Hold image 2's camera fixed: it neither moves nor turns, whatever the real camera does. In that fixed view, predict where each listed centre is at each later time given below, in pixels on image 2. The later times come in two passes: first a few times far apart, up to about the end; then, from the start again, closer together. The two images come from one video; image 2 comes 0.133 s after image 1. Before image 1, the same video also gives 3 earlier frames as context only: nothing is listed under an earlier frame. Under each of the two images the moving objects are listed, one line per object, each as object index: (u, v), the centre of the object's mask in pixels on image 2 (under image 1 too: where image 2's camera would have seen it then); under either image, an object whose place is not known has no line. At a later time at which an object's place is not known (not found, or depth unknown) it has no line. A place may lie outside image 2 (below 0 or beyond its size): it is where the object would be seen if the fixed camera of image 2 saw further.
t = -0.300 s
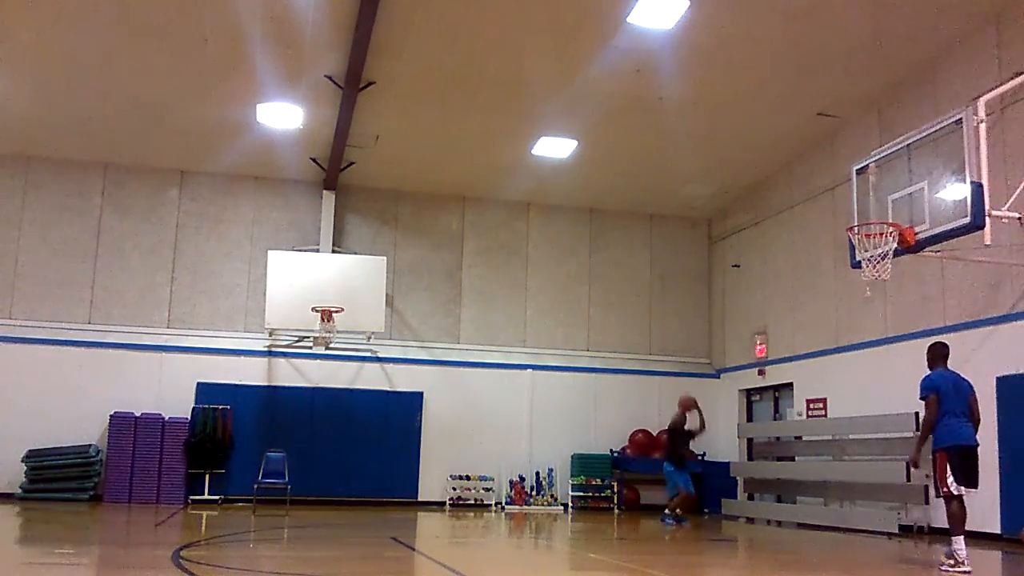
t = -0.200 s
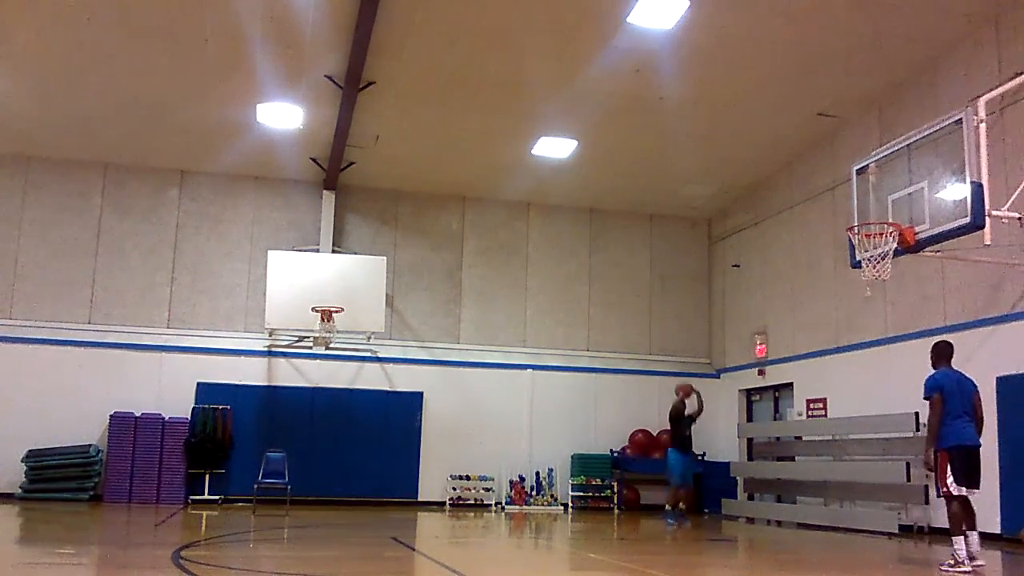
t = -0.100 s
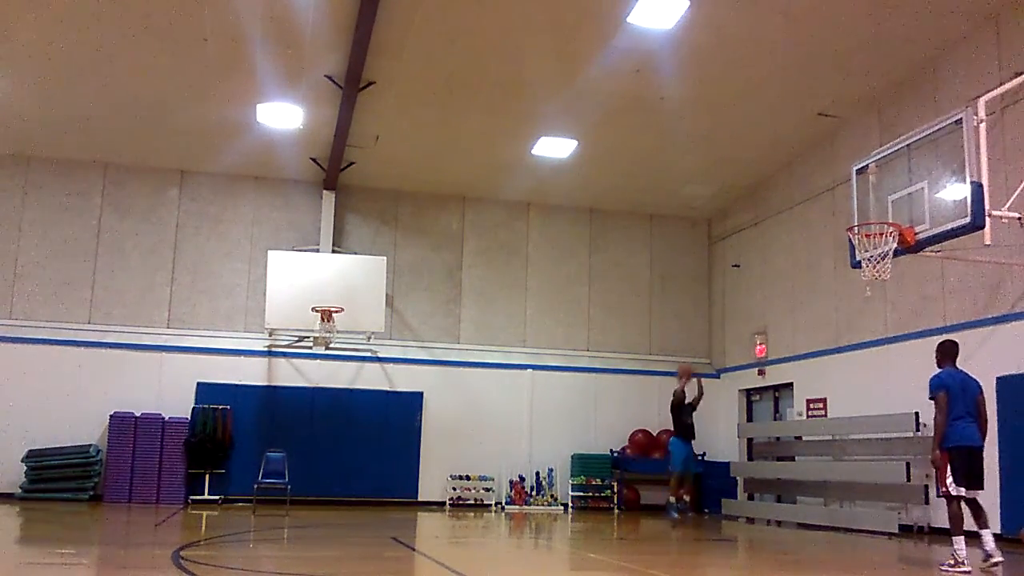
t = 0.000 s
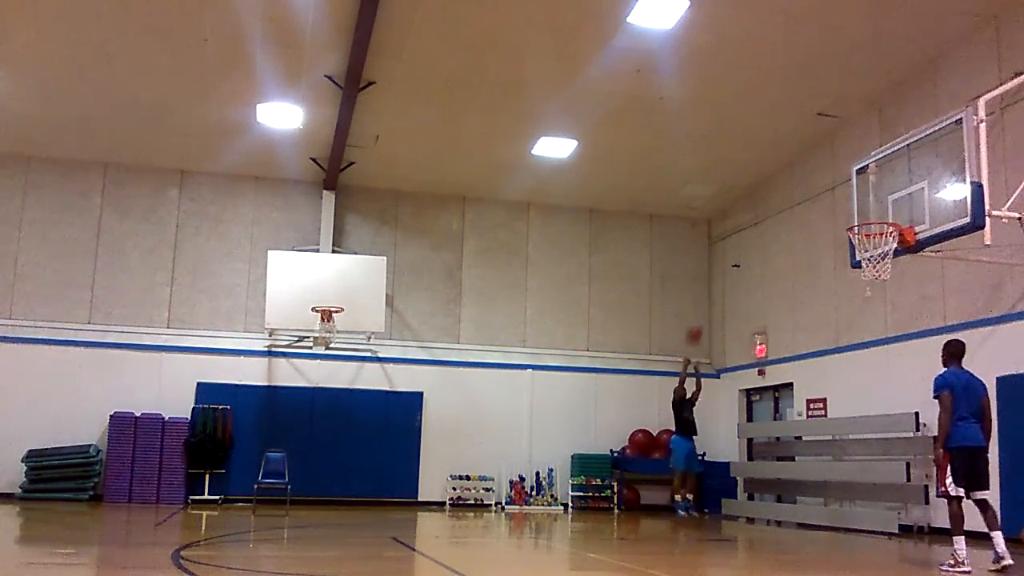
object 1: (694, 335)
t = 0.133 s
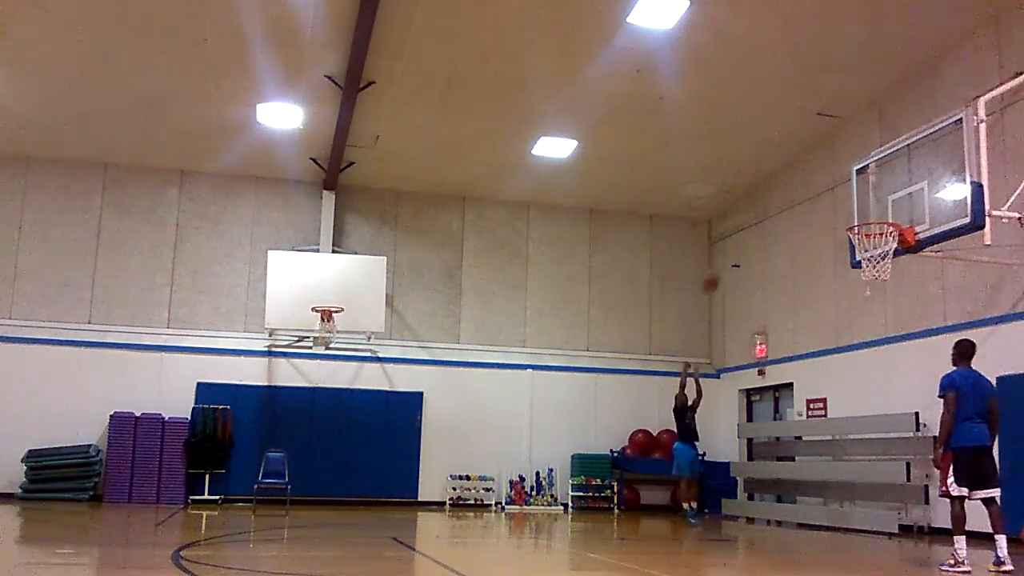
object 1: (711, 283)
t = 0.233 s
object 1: (724, 250)
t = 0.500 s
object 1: (764, 188)
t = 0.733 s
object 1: (806, 177)
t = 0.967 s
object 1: (858, 214)
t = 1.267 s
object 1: (890, 262)
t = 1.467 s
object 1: (881, 281)
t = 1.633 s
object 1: (865, 298)
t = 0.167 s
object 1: (714, 273)
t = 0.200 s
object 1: (718, 261)
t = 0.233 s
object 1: (724, 250)
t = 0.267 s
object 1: (729, 241)
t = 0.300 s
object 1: (733, 232)
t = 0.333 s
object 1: (738, 221)
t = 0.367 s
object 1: (742, 213)
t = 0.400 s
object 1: (747, 206)
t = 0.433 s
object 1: (752, 200)
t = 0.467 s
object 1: (757, 194)
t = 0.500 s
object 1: (764, 188)
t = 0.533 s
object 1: (770, 184)
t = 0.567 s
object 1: (775, 181)
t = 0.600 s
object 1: (781, 178)
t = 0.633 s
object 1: (787, 177)
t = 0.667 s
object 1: (793, 176)
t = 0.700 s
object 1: (800, 176)
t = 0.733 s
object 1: (806, 177)
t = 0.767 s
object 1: (814, 180)
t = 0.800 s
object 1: (822, 183)
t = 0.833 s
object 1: (828, 187)
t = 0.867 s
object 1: (835, 192)
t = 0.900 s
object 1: (842, 199)
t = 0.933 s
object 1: (851, 206)
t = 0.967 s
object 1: (858, 214)
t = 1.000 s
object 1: (867, 223)
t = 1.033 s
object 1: (873, 240)
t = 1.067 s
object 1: (876, 242)
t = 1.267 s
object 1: (890, 262)
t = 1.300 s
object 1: (890, 265)
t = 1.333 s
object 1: (890, 268)
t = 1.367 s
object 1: (890, 271)
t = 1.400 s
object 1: (887, 275)
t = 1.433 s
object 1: (884, 278)
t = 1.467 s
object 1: (881, 281)
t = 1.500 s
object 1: (877, 283)
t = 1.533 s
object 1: (874, 285)
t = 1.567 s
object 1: (870, 288)
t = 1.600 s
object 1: (868, 291)
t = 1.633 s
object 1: (865, 298)
